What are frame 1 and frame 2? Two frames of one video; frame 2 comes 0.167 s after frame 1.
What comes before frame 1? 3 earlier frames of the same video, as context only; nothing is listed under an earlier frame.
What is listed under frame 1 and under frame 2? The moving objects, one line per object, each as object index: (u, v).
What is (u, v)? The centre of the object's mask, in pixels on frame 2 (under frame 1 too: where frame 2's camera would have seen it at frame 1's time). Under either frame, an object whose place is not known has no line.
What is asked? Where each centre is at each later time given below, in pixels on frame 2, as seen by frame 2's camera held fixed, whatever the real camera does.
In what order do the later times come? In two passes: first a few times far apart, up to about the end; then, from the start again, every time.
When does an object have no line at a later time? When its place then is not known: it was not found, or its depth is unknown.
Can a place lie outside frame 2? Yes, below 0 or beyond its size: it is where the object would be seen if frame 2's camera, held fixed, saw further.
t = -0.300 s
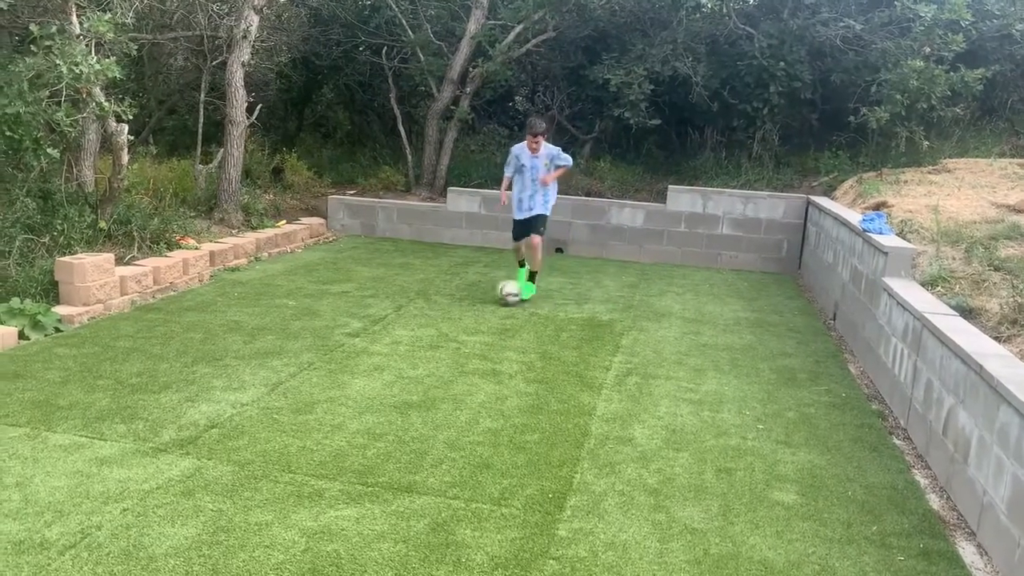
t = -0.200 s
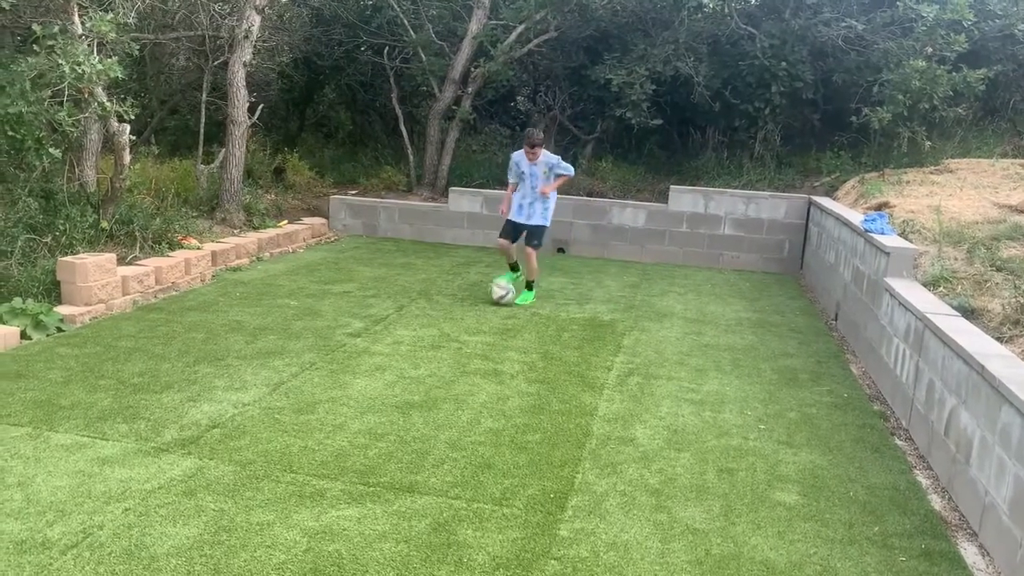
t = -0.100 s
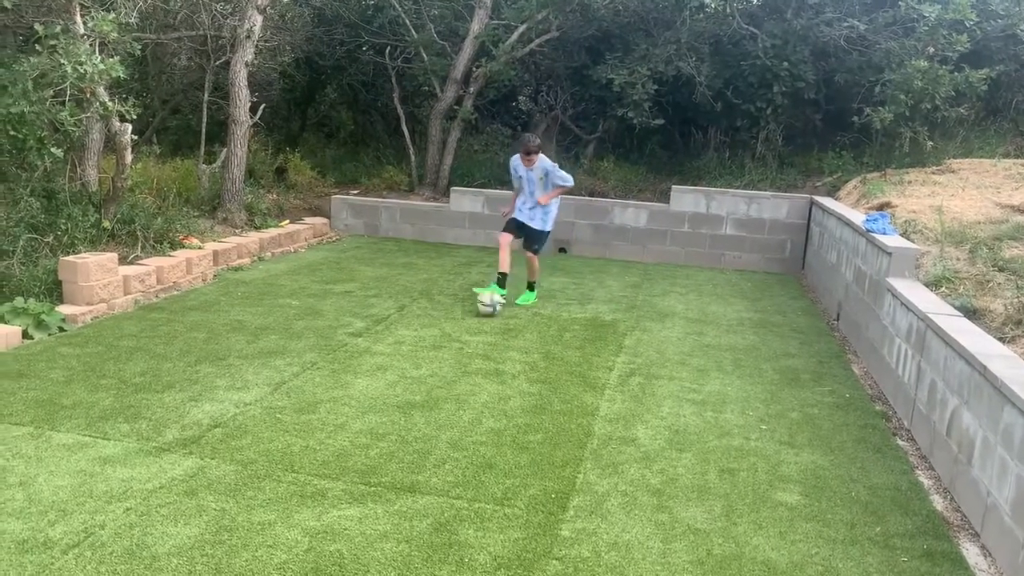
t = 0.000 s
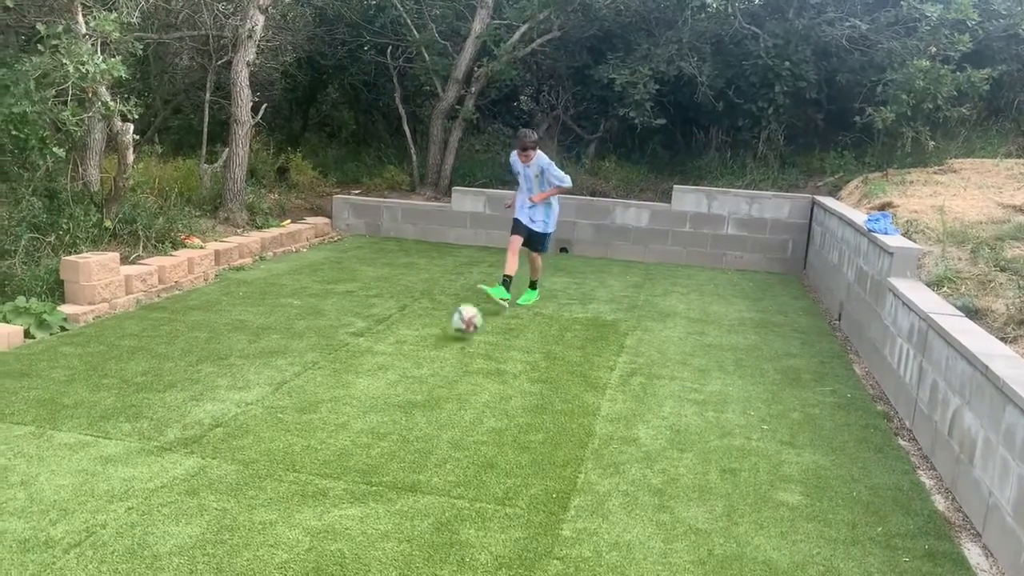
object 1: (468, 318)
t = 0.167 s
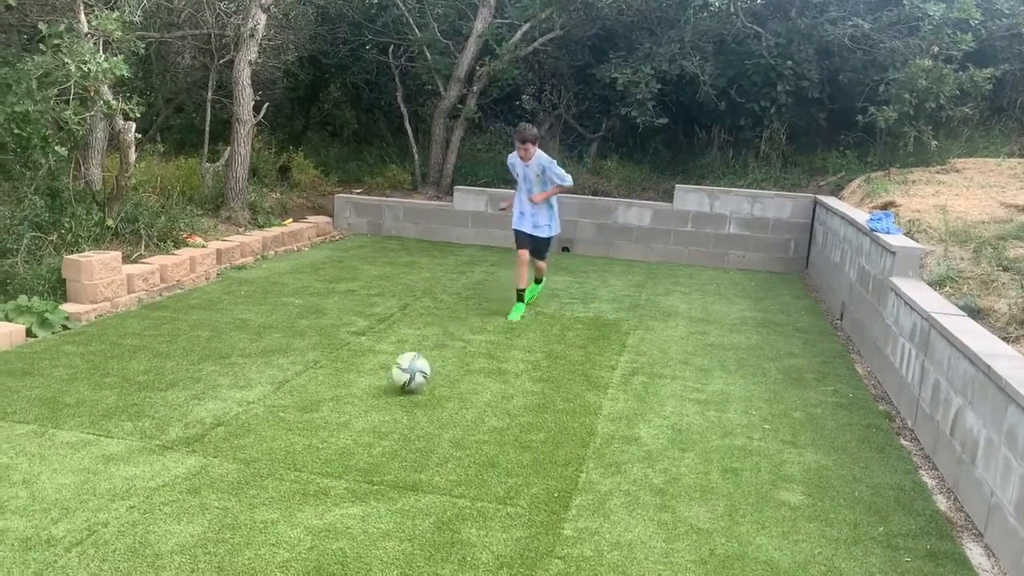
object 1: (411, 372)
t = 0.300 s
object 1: (350, 431)
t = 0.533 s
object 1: (204, 559)
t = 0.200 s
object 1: (398, 380)
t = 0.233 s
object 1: (384, 394)
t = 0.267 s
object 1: (368, 412)
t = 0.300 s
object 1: (350, 431)
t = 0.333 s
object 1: (334, 446)
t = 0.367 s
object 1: (317, 461)
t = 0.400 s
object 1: (297, 483)
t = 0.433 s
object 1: (276, 498)
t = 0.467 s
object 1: (254, 515)
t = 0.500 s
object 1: (230, 537)
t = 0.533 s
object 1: (204, 559)
